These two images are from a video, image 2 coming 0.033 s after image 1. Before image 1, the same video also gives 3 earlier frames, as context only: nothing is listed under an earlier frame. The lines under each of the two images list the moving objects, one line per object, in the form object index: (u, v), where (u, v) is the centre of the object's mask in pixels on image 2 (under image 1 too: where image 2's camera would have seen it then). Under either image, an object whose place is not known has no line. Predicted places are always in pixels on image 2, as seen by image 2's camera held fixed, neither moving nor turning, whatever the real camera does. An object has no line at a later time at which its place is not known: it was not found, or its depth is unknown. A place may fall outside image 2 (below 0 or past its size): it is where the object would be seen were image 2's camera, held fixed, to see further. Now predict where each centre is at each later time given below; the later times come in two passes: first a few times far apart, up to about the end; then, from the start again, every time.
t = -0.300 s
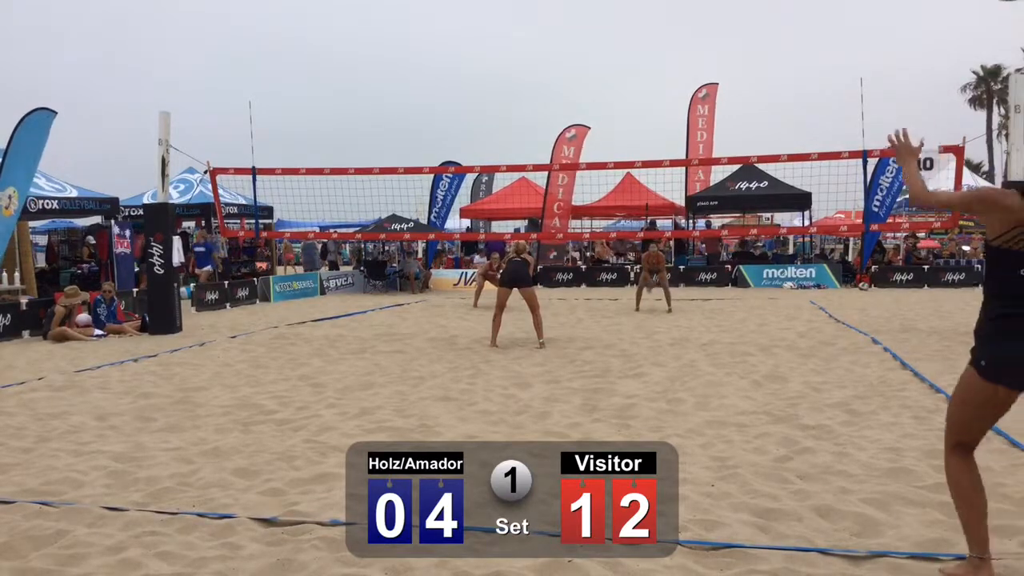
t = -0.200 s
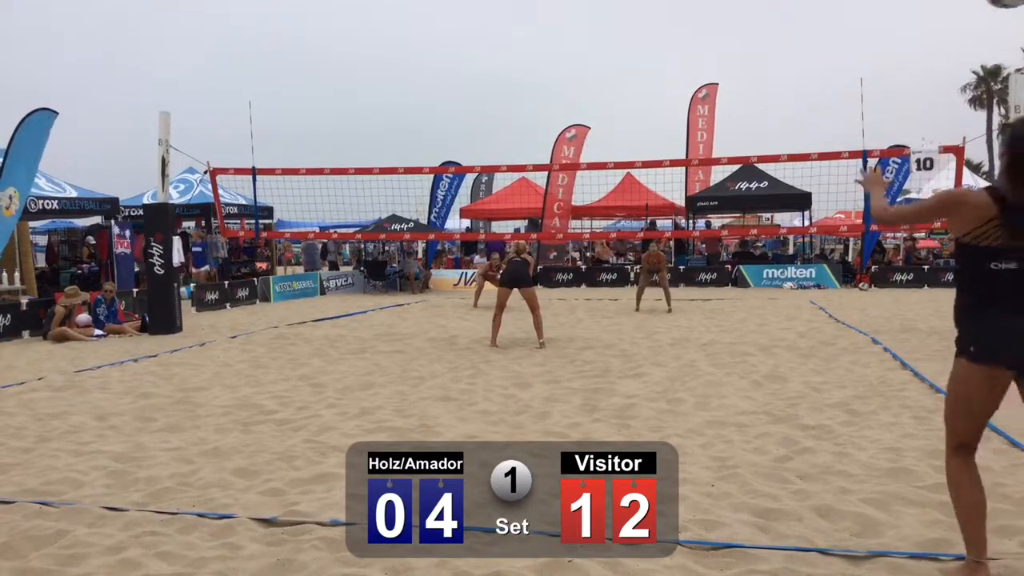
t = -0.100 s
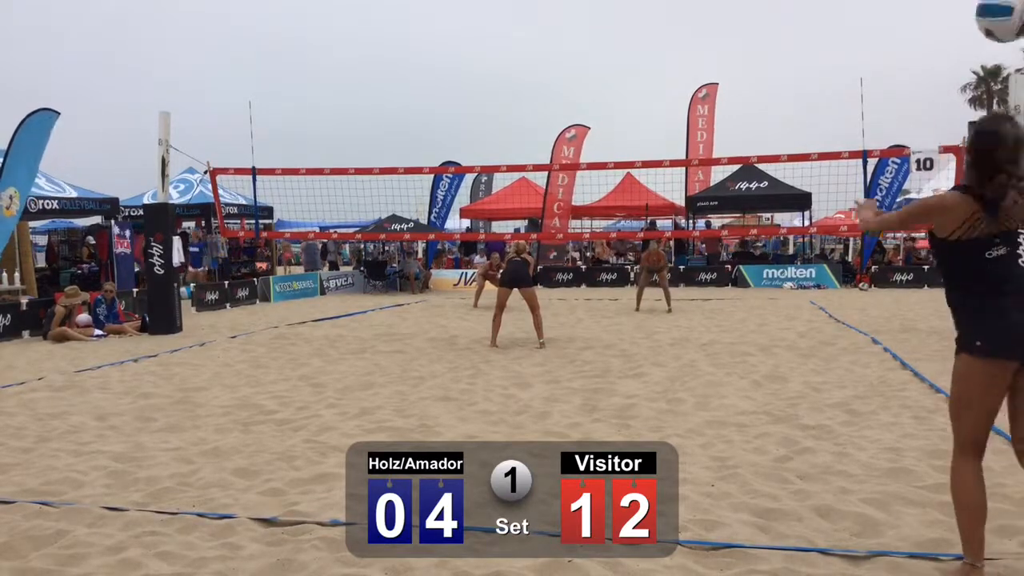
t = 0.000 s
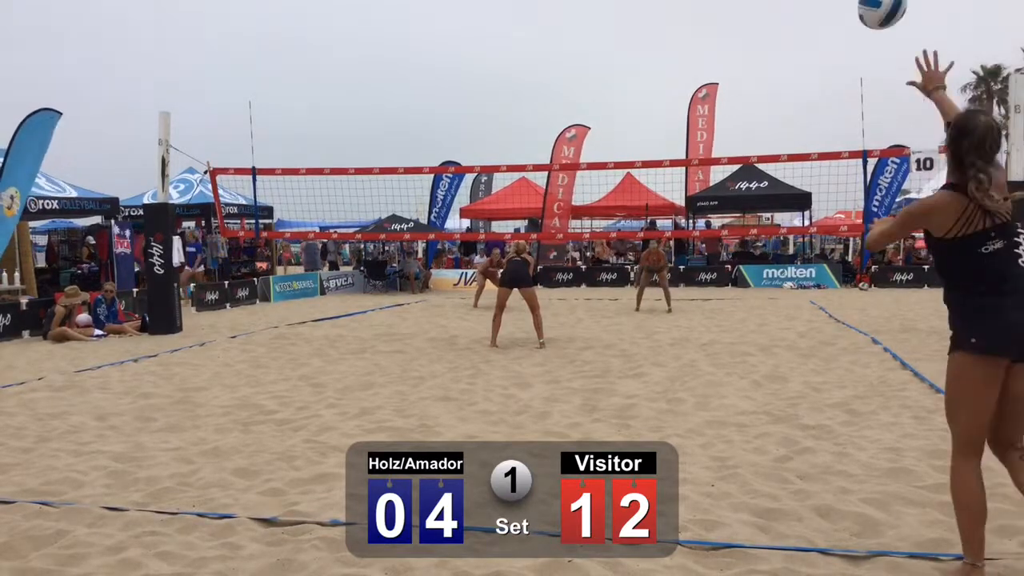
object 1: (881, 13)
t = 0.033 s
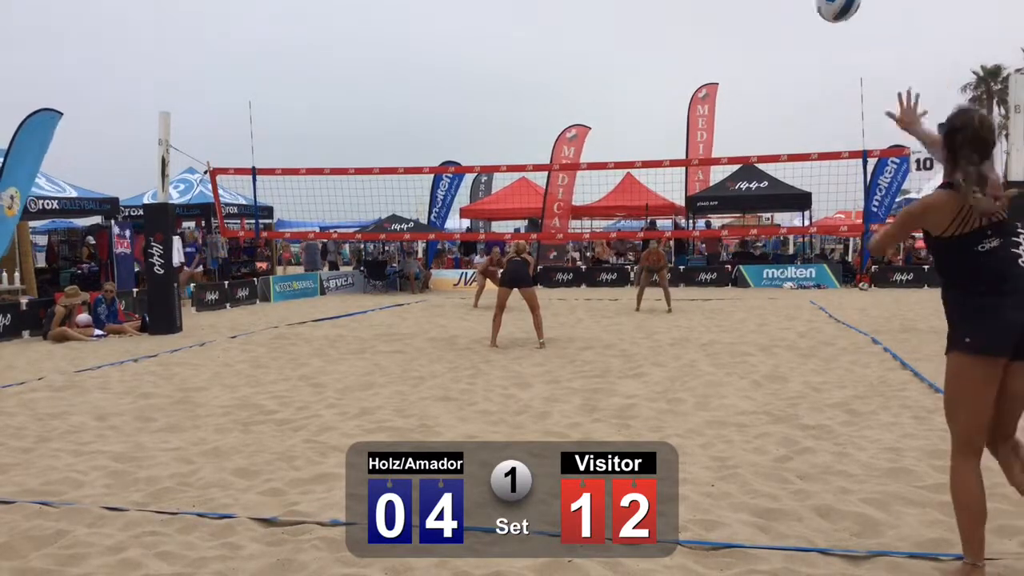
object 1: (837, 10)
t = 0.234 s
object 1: (689, 11)
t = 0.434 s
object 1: (623, 57)
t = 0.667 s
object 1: (582, 131)
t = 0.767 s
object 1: (571, 160)
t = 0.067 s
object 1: (801, 8)
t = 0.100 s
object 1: (771, 7)
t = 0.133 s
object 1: (745, 7)
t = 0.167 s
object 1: (724, 7)
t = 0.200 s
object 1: (705, 9)
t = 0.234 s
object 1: (689, 11)
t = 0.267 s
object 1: (674, 16)
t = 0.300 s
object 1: (662, 23)
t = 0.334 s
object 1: (651, 31)
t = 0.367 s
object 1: (641, 39)
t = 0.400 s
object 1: (632, 48)
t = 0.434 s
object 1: (623, 57)
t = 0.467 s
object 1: (616, 67)
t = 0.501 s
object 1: (609, 77)
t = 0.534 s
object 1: (602, 87)
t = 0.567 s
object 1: (596, 98)
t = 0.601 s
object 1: (591, 108)
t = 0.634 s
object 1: (586, 119)
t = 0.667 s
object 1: (582, 131)
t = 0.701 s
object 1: (578, 141)
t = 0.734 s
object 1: (575, 152)
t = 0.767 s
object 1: (571, 160)
